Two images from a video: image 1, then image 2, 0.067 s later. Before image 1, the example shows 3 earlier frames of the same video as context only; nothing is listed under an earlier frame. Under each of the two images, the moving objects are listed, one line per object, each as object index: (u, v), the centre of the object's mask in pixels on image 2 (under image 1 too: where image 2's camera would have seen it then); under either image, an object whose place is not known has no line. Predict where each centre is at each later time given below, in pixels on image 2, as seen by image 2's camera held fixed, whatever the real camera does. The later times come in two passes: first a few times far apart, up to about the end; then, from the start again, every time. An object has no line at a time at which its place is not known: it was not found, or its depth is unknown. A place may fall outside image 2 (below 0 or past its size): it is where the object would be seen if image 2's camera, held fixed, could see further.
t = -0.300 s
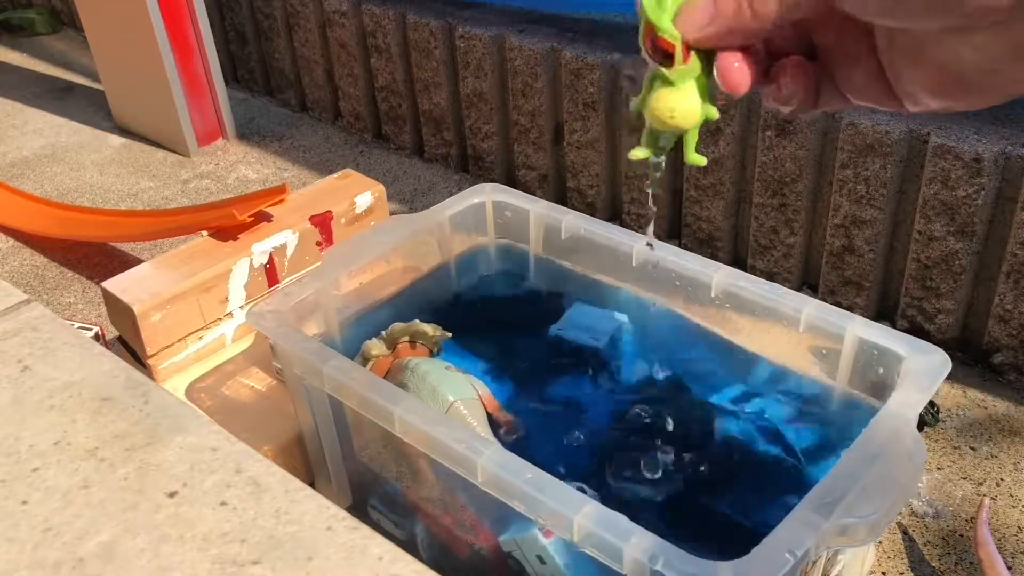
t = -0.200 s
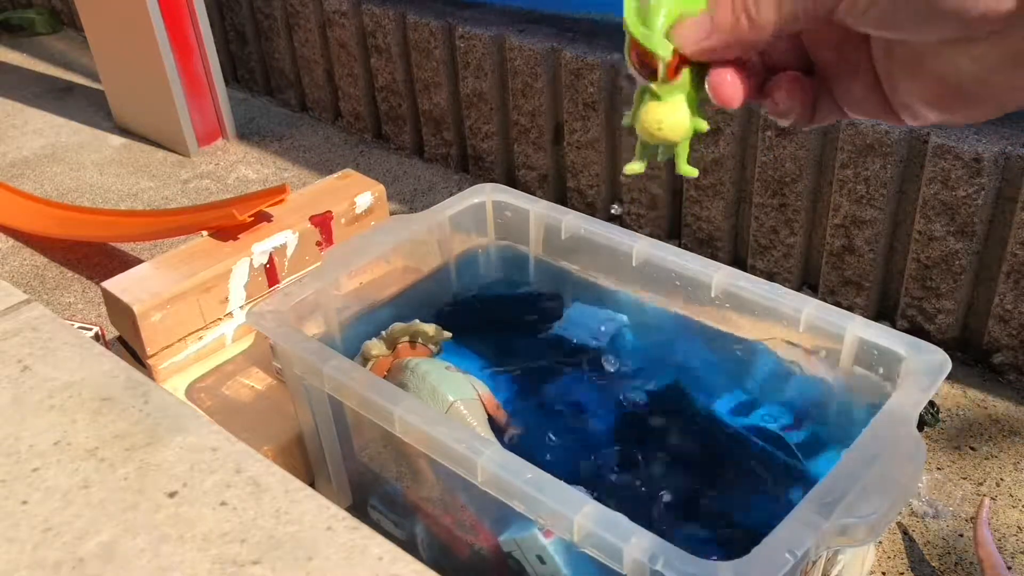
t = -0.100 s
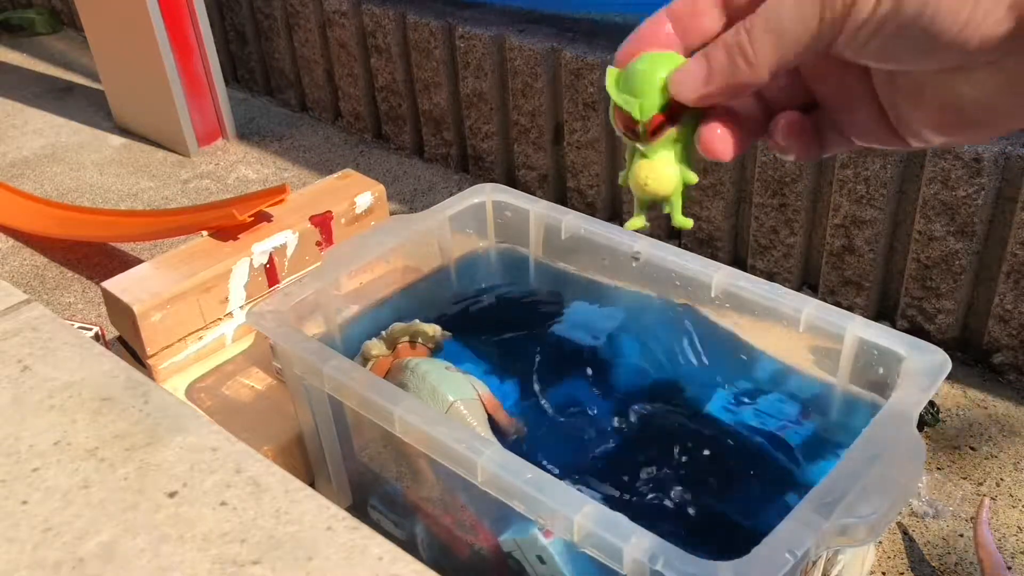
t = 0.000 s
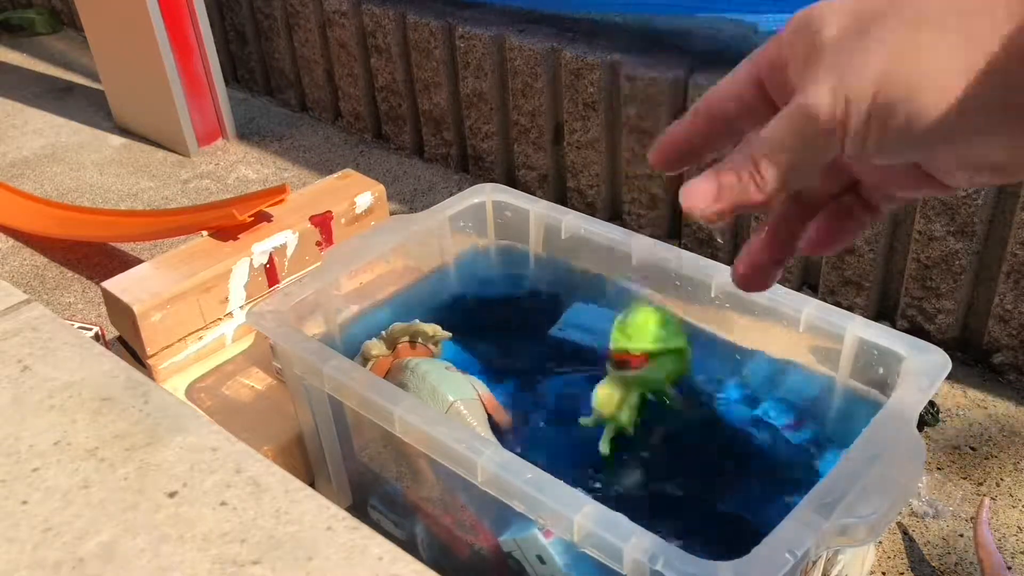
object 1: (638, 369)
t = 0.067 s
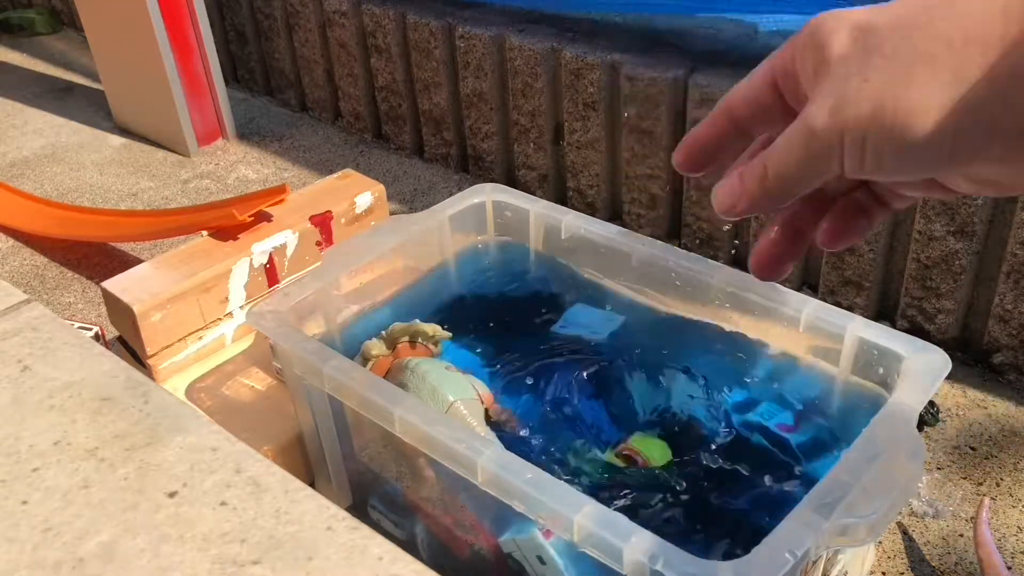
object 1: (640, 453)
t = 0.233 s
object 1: (662, 411)
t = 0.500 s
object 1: (693, 446)
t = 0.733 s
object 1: (710, 462)
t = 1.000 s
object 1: (716, 469)
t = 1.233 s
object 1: (721, 469)
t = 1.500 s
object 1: (726, 475)
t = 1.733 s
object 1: (730, 481)
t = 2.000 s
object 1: (731, 489)
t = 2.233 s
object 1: (729, 498)
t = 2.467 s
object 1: (732, 502)
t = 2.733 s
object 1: (735, 507)
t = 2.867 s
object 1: (734, 511)
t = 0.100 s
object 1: (627, 451)
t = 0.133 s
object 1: (640, 436)
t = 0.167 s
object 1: (646, 418)
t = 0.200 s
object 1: (654, 407)
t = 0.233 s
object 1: (662, 411)
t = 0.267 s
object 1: (666, 426)
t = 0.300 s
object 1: (669, 441)
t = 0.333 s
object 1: (675, 454)
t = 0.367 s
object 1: (681, 460)
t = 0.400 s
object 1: (684, 457)
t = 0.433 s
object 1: (687, 453)
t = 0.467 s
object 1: (691, 448)
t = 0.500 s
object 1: (693, 446)
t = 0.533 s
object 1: (696, 447)
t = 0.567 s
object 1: (698, 451)
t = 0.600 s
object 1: (701, 457)
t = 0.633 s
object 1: (705, 463)
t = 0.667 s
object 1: (708, 466)
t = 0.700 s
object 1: (710, 465)
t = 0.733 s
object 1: (710, 462)
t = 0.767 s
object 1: (709, 458)
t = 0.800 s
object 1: (709, 456)
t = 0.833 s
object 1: (710, 456)
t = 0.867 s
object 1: (714, 458)
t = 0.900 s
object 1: (716, 462)
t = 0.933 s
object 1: (716, 466)
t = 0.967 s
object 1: (717, 469)
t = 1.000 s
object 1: (716, 469)
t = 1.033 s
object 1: (717, 468)
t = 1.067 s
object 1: (718, 466)
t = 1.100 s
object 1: (719, 464)
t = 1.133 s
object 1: (721, 462)
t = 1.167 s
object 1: (721, 463)
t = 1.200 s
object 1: (721, 466)
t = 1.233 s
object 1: (721, 469)
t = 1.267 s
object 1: (721, 473)
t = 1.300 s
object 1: (721, 475)
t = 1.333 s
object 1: (722, 475)
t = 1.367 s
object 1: (724, 473)
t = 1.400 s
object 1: (725, 471)
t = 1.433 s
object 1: (725, 471)
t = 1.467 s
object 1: (726, 472)
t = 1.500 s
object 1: (726, 475)
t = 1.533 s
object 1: (725, 479)
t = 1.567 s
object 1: (724, 481)
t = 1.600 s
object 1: (724, 481)
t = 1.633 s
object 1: (726, 481)
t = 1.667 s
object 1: (727, 480)
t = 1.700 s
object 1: (729, 480)
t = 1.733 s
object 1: (730, 481)
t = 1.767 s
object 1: (730, 483)
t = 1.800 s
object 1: (731, 484)
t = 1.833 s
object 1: (731, 486)
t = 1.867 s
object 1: (730, 487)
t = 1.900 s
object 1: (729, 488)
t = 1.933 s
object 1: (729, 489)
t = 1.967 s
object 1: (729, 490)
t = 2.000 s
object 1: (731, 489)
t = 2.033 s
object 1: (733, 489)
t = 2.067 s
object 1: (735, 489)
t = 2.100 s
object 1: (735, 491)
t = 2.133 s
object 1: (734, 493)
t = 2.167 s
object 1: (731, 495)
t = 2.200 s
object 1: (729, 497)
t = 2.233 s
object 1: (729, 498)
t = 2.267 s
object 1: (730, 498)
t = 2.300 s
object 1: (733, 497)
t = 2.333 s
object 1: (735, 497)
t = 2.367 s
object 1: (736, 498)
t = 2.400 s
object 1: (735, 499)
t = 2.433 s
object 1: (733, 501)
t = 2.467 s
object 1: (732, 502)
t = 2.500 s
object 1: (732, 503)
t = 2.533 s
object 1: (732, 504)
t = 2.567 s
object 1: (733, 505)
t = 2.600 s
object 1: (734, 505)
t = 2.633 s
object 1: (736, 505)
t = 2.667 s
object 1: (736, 506)
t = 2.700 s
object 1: (736, 506)
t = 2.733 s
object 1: (735, 507)
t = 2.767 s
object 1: (734, 508)
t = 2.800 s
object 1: (733, 510)
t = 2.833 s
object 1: (733, 511)
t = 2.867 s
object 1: (734, 511)
